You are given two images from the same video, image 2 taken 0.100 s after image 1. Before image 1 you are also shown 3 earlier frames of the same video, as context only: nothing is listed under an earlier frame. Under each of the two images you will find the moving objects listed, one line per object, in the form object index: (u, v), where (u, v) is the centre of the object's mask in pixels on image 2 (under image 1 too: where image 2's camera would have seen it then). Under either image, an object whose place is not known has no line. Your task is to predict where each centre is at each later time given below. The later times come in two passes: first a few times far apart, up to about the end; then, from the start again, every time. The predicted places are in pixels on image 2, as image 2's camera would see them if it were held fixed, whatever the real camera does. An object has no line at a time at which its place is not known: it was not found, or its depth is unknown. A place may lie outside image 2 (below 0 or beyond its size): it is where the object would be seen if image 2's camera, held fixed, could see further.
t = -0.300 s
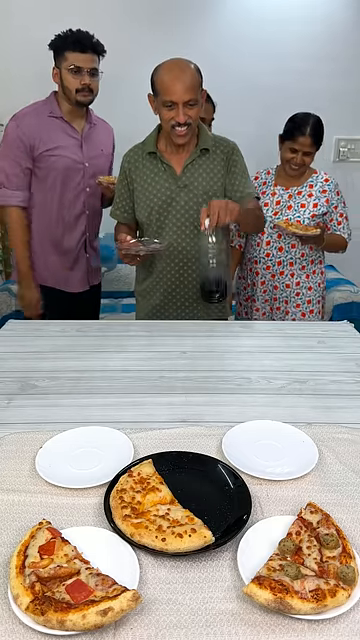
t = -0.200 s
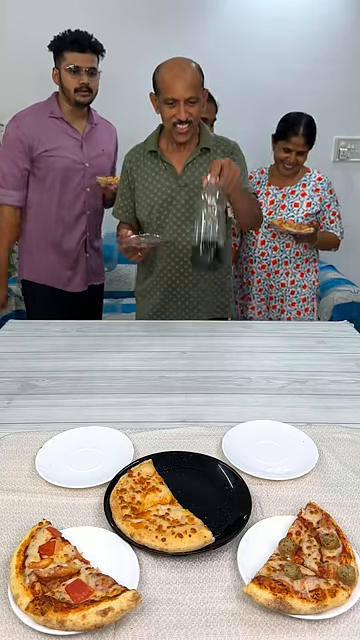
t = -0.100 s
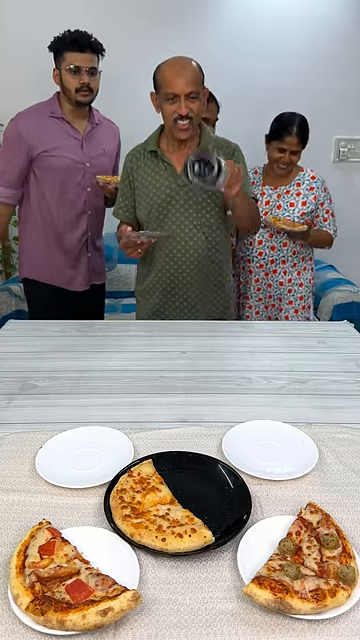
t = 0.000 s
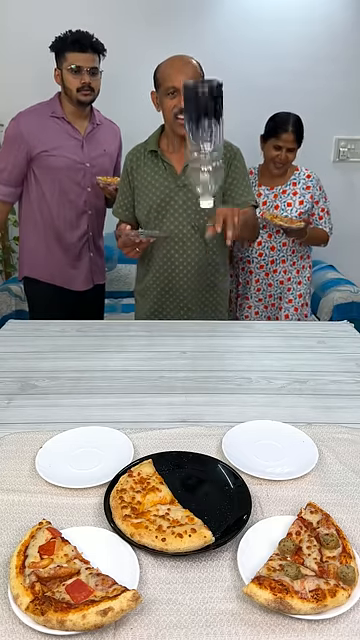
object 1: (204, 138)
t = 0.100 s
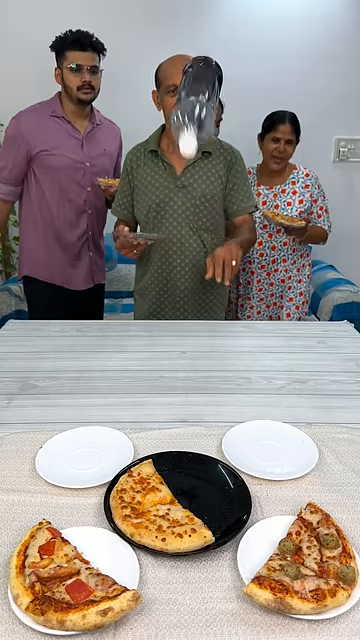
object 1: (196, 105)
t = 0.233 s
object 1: (188, 116)
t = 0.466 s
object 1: (186, 335)
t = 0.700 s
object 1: (177, 344)
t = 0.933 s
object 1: (180, 343)
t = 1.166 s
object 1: (179, 344)
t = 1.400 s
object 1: (179, 344)
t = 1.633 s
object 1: (179, 344)
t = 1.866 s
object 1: (179, 344)
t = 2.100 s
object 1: (179, 344)
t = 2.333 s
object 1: (179, 344)
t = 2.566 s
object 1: (179, 344)
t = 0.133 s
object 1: (195, 97)
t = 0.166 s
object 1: (191, 95)
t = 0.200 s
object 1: (190, 102)
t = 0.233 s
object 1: (188, 116)
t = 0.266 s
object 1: (188, 143)
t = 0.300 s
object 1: (186, 178)
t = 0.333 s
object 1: (185, 220)
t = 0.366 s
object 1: (184, 268)
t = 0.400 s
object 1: (183, 322)
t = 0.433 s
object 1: (184, 333)
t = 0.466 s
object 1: (186, 335)
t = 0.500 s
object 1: (185, 338)
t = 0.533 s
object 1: (184, 340)
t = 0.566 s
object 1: (182, 342)
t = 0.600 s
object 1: (179, 343)
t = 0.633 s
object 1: (177, 343)
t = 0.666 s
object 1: (176, 343)
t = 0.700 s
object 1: (177, 344)
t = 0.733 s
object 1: (179, 344)
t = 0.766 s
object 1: (181, 343)
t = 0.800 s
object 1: (181, 343)
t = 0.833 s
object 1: (178, 343)
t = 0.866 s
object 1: (179, 343)
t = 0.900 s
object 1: (180, 344)
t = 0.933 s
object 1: (180, 343)
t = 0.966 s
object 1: (180, 343)
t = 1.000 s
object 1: (180, 344)
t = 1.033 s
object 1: (179, 343)
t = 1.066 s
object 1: (179, 344)
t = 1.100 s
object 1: (179, 344)
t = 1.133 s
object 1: (179, 344)
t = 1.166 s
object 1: (179, 344)
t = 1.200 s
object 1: (179, 344)
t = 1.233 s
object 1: (179, 344)
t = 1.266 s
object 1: (179, 344)
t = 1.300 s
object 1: (179, 344)
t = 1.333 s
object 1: (179, 344)
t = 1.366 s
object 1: (179, 344)
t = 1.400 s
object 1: (179, 344)
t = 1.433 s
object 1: (179, 344)
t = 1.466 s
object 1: (179, 344)
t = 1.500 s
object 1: (179, 344)
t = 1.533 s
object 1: (179, 343)
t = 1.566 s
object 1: (179, 343)
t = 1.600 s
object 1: (179, 344)
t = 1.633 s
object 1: (179, 344)
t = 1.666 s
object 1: (179, 344)
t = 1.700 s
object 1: (179, 344)
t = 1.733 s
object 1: (179, 344)
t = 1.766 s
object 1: (179, 344)
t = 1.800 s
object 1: (179, 344)
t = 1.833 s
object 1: (179, 344)
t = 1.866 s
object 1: (179, 344)
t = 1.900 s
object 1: (179, 344)
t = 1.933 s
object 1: (179, 344)
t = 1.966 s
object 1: (179, 344)
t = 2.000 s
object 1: (179, 344)
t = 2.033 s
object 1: (179, 344)
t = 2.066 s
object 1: (179, 344)
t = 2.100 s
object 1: (179, 344)
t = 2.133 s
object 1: (179, 344)
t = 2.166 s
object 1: (179, 344)
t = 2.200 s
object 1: (179, 344)
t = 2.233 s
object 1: (179, 344)
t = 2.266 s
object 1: (179, 344)
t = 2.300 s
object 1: (179, 344)
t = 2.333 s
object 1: (179, 344)
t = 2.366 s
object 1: (179, 344)
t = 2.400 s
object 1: (179, 344)
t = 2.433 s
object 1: (179, 344)
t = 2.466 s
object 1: (179, 344)
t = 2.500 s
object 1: (179, 344)
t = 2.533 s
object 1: (179, 344)
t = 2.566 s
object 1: (179, 344)
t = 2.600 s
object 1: (179, 344)
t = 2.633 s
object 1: (179, 344)
